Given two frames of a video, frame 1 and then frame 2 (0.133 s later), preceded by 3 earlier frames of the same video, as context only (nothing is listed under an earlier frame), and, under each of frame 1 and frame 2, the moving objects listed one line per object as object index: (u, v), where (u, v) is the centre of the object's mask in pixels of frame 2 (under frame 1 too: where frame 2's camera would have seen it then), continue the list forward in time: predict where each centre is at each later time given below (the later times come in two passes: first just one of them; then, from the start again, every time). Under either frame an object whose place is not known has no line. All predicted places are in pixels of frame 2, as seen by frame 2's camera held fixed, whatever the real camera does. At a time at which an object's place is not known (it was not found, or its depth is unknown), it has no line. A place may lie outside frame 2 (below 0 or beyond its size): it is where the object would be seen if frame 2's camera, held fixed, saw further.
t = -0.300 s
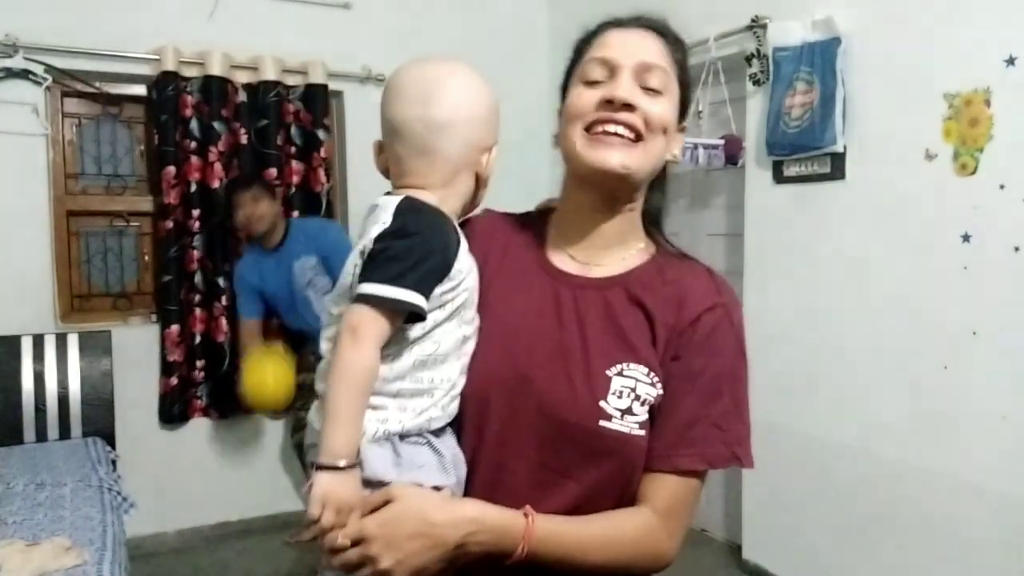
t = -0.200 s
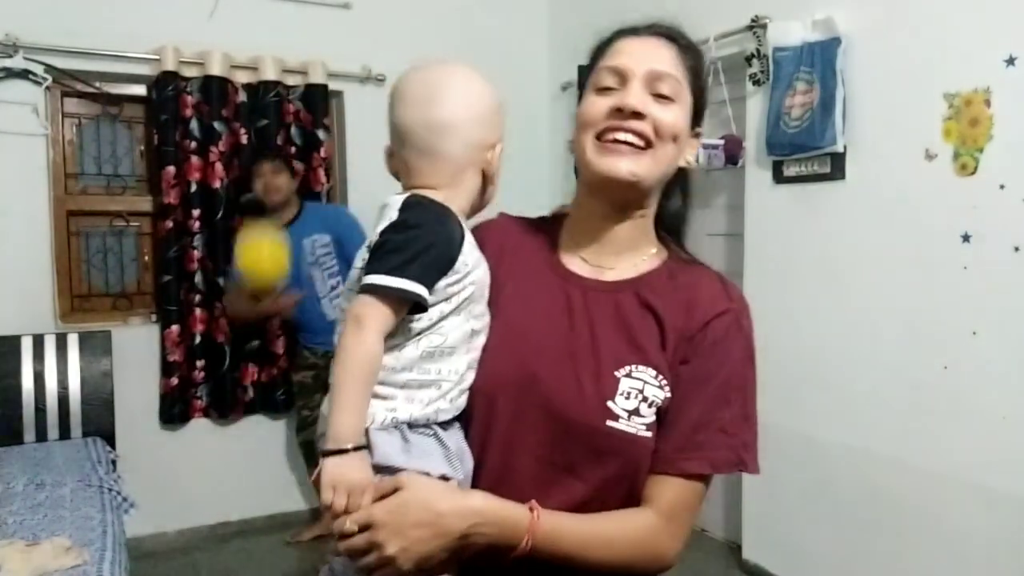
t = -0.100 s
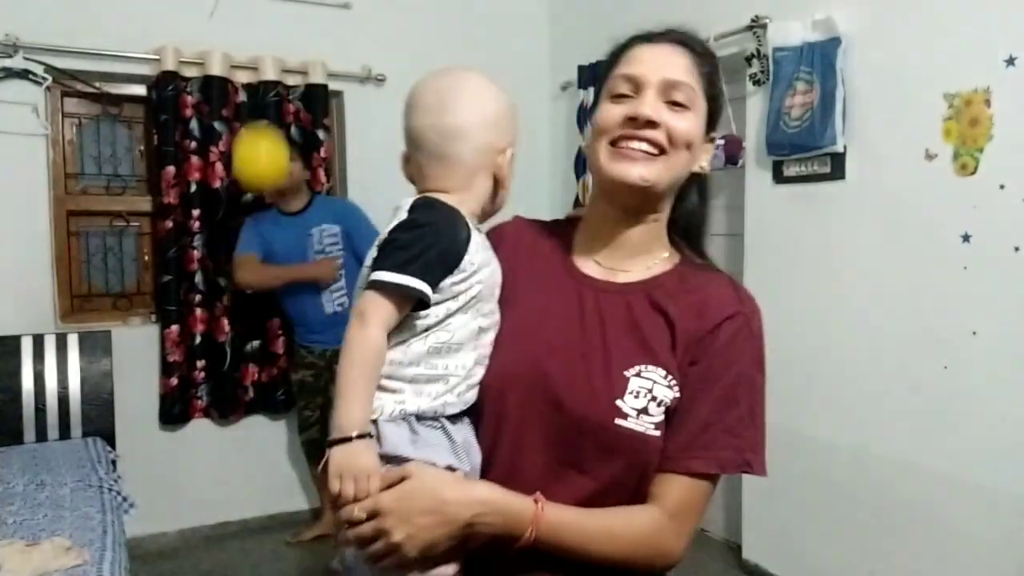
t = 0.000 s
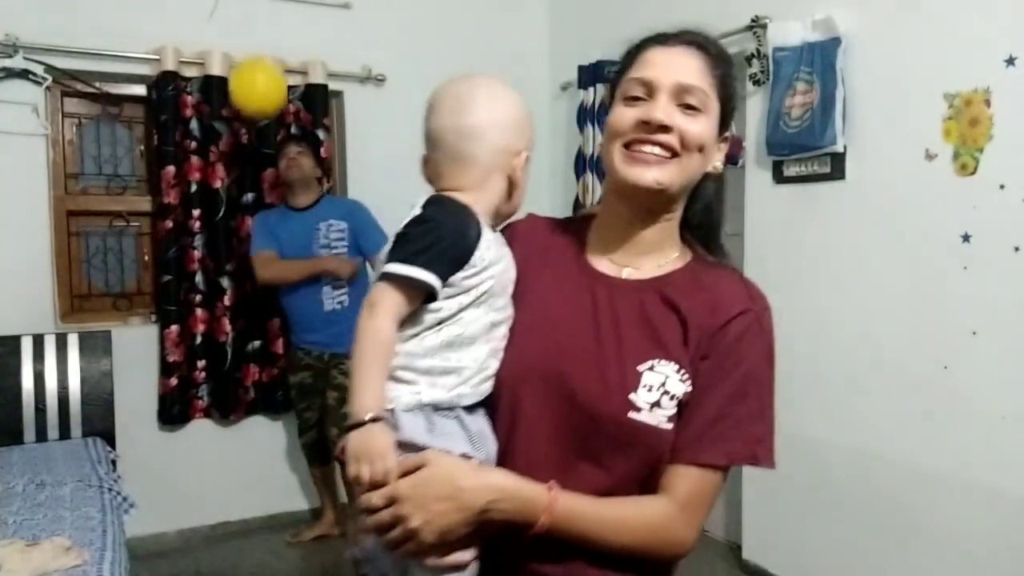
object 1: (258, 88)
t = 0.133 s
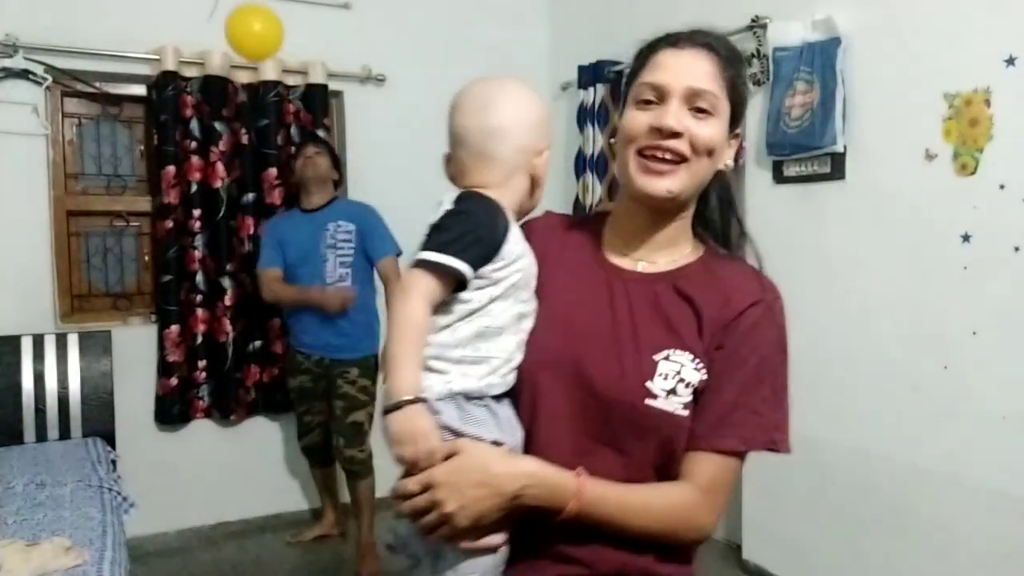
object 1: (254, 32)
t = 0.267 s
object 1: (252, 28)
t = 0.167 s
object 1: (253, 26)
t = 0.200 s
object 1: (252, 25)
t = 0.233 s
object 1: (252, 25)
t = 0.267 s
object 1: (252, 28)
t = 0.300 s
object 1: (252, 33)
